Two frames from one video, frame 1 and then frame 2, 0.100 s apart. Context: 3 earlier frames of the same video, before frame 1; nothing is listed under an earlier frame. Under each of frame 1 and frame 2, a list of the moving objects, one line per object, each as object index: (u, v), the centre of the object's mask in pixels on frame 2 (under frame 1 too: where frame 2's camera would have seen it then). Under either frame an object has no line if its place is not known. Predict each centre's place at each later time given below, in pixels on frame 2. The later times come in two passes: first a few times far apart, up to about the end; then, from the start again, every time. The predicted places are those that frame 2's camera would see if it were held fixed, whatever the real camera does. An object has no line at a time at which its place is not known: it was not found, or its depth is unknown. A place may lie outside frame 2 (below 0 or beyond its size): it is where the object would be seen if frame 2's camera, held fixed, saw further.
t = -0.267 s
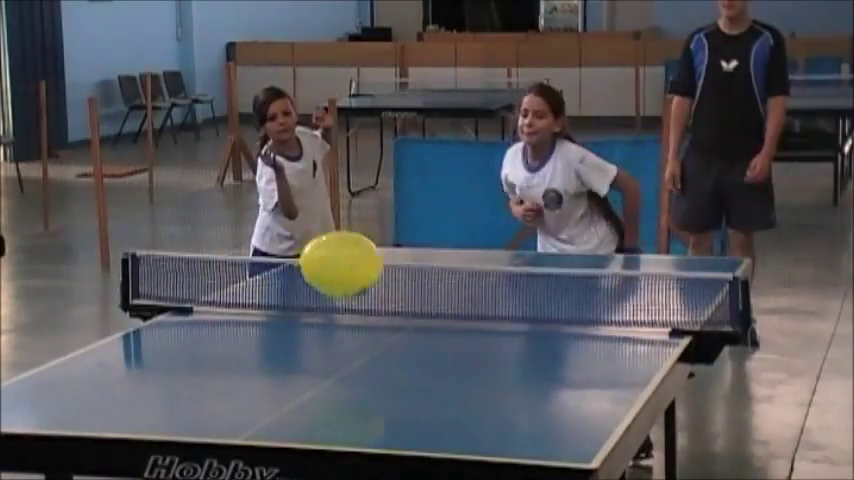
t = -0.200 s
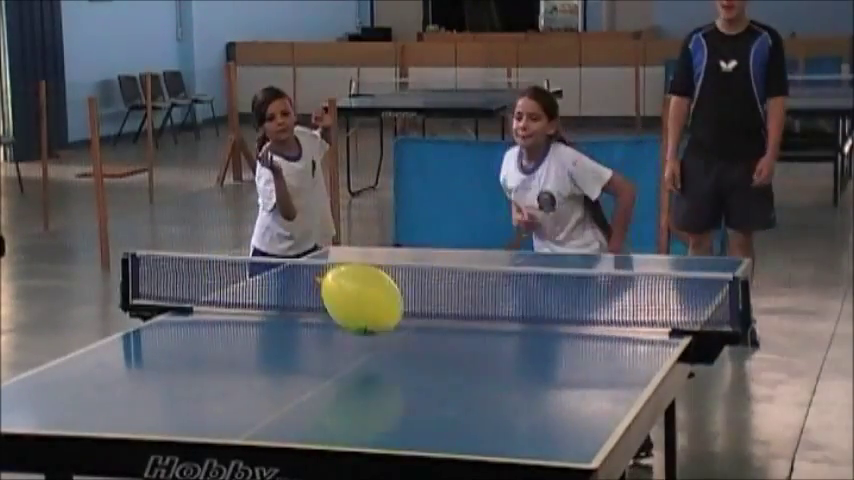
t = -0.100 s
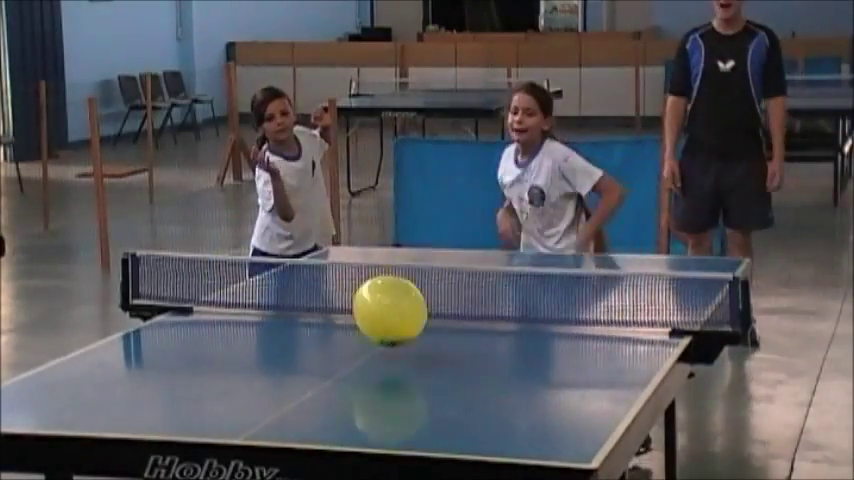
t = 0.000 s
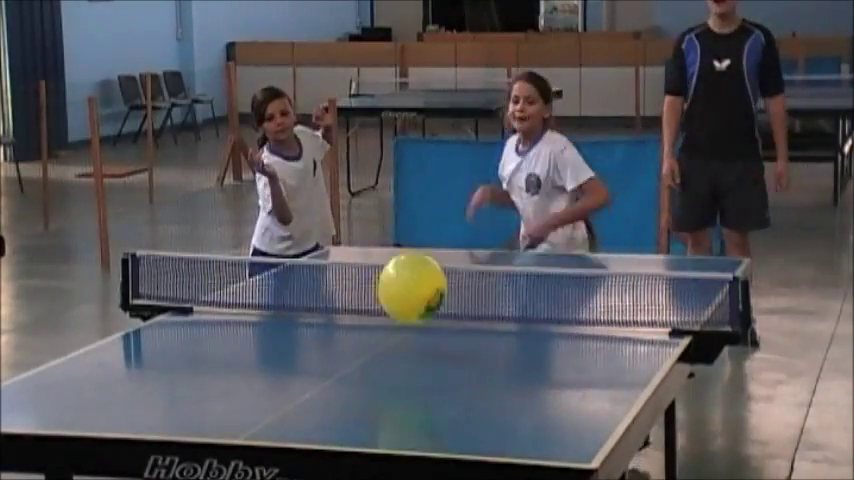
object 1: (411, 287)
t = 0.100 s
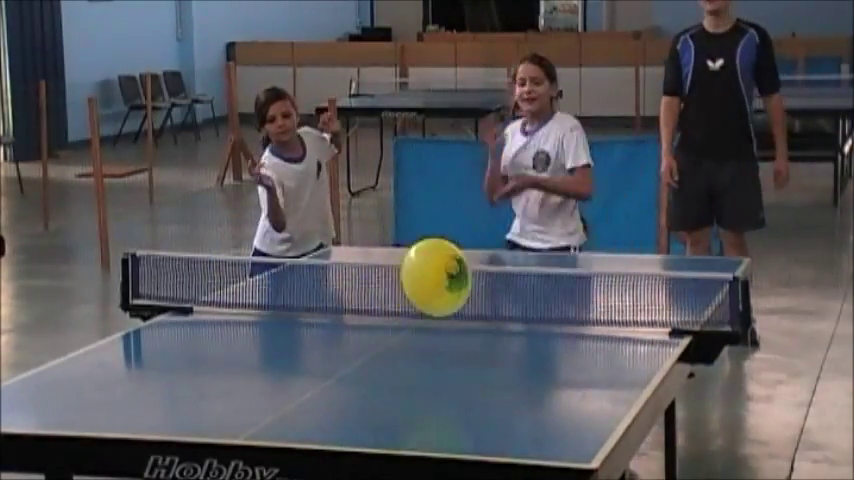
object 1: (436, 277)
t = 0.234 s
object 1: (471, 279)
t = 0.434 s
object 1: (527, 318)
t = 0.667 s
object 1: (545, 319)
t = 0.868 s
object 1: (550, 335)
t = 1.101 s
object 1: (552, 355)
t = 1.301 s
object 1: (555, 365)
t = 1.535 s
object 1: (576, 371)
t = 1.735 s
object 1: (600, 378)
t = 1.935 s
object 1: (619, 379)
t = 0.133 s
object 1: (444, 276)
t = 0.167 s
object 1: (453, 276)
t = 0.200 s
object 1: (462, 277)
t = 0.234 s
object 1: (471, 279)
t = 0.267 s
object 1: (480, 283)
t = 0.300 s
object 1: (489, 287)
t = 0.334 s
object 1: (499, 293)
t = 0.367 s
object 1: (508, 300)
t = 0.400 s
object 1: (517, 308)
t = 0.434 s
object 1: (527, 318)
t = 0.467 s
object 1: (536, 328)
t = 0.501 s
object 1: (544, 336)
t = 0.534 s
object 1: (545, 332)
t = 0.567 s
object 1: (545, 327)
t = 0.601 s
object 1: (545, 323)
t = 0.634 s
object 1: (545, 321)
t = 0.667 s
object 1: (545, 319)
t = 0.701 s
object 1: (546, 319)
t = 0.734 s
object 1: (546, 320)
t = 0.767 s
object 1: (547, 322)
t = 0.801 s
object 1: (548, 325)
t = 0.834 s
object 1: (549, 329)
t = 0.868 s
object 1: (550, 335)
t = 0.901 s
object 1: (551, 341)
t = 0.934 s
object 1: (551, 349)
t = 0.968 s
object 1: (552, 358)
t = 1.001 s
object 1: (553, 366)
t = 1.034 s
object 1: (552, 362)
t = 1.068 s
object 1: (552, 358)
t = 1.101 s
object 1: (552, 355)
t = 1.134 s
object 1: (552, 354)
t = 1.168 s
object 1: (553, 353)
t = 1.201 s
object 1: (553, 354)
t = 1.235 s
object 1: (554, 356)
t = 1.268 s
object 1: (555, 360)
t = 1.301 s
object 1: (555, 365)
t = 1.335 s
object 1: (557, 370)
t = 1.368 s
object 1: (559, 372)
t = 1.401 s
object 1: (562, 370)
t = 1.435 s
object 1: (565, 369)
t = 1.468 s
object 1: (569, 369)
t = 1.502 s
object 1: (572, 370)
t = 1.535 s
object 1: (576, 371)
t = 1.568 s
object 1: (580, 375)
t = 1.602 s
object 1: (582, 381)
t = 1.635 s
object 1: (586, 383)
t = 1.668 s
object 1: (590, 381)
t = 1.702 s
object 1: (595, 378)
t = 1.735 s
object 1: (600, 378)
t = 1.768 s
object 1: (604, 379)
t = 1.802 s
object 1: (609, 381)
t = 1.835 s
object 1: (614, 384)
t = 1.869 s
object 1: (615, 383)
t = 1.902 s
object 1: (617, 380)
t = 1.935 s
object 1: (619, 379)
